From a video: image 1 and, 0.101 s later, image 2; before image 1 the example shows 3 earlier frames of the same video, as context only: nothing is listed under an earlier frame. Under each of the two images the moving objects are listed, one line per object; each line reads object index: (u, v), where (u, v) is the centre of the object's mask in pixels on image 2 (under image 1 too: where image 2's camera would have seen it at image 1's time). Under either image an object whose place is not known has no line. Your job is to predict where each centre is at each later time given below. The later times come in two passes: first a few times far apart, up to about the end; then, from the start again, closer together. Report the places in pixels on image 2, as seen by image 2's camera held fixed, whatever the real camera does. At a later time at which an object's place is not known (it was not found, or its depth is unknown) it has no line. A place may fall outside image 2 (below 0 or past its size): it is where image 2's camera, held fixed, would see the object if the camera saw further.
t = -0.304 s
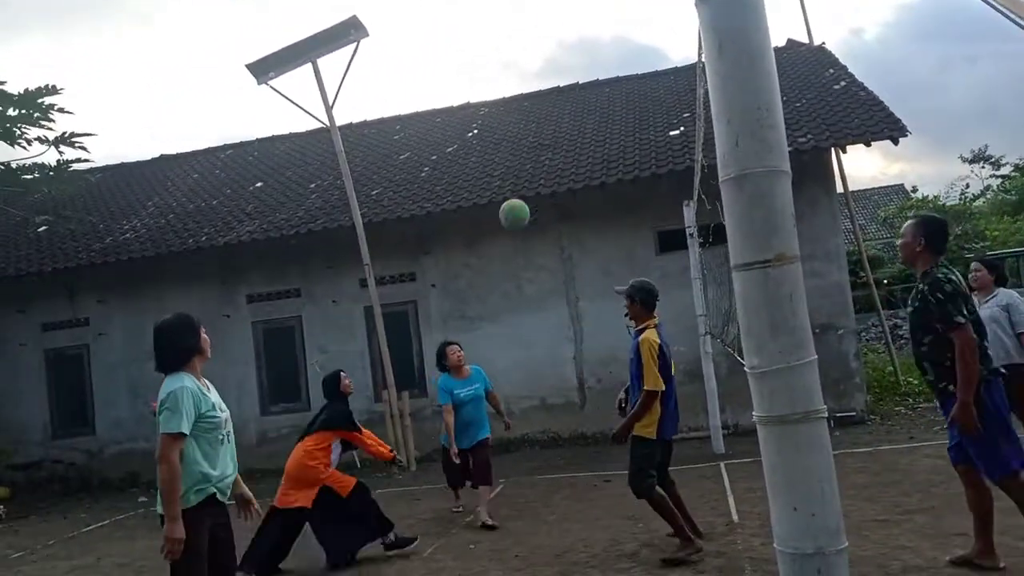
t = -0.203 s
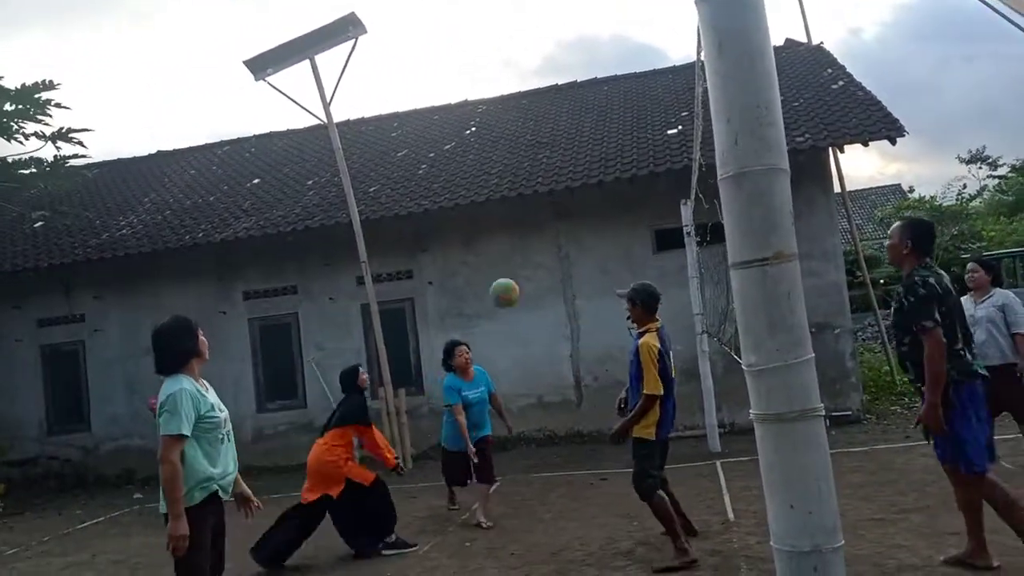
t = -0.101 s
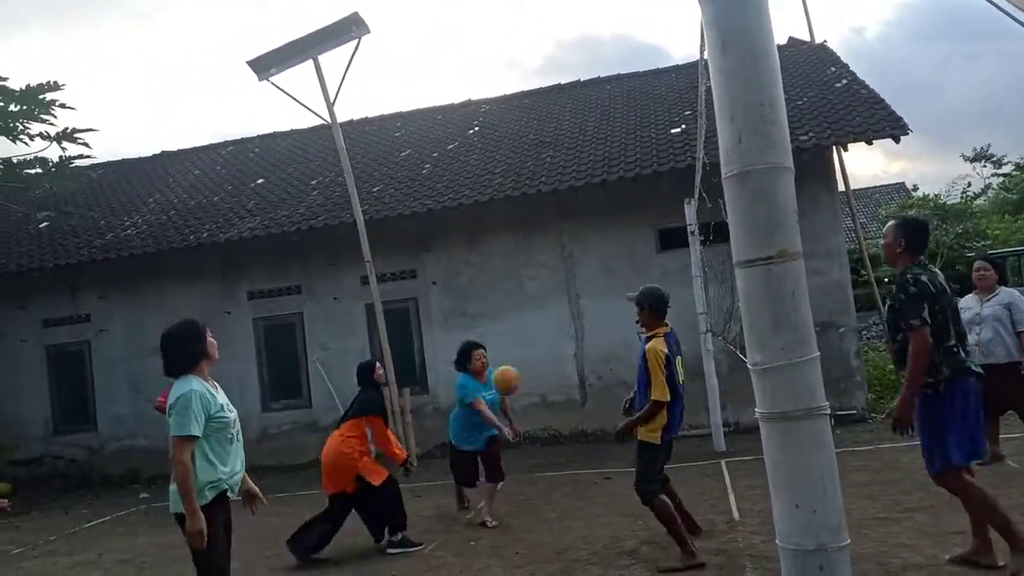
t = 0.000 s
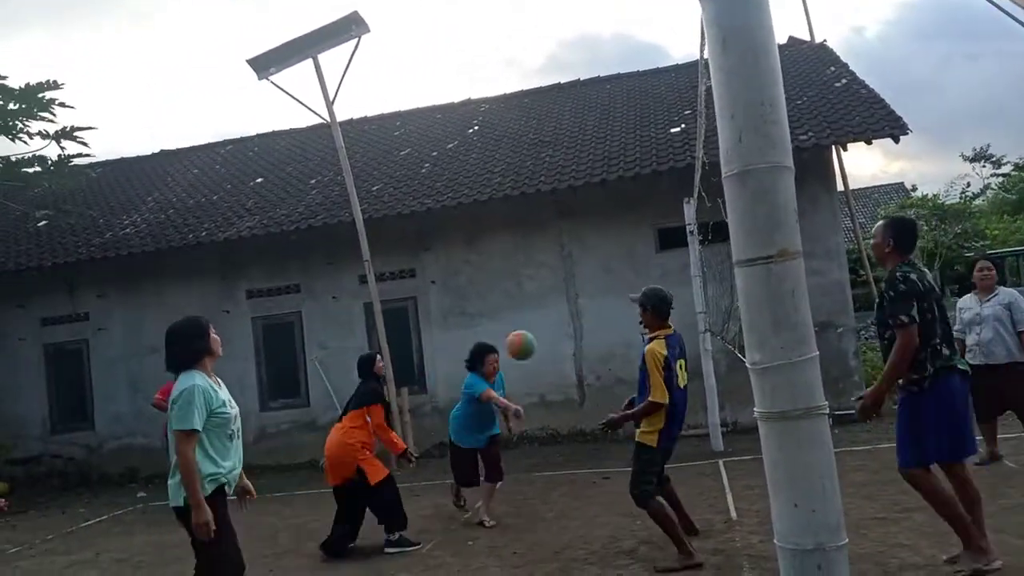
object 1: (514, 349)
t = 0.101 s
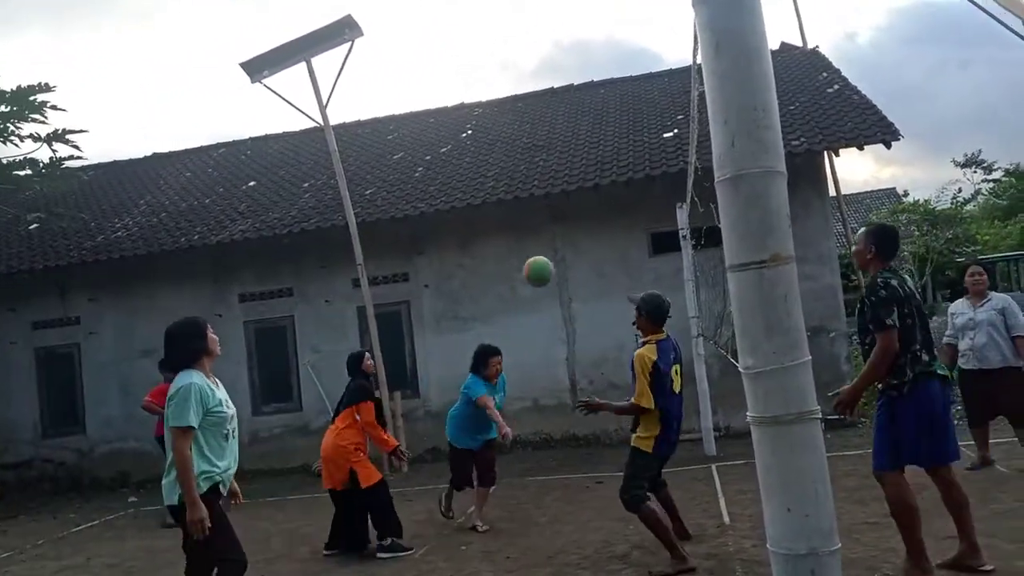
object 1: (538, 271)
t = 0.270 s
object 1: (587, 161)
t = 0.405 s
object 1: (646, 95)
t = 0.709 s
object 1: (832, 57)
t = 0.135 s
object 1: (547, 247)
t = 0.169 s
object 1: (556, 224)
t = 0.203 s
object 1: (565, 202)
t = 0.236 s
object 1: (575, 181)
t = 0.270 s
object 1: (587, 161)
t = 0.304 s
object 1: (600, 144)
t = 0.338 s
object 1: (614, 124)
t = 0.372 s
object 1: (629, 108)
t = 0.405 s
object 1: (646, 95)
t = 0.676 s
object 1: (807, 51)
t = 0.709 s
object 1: (832, 57)
